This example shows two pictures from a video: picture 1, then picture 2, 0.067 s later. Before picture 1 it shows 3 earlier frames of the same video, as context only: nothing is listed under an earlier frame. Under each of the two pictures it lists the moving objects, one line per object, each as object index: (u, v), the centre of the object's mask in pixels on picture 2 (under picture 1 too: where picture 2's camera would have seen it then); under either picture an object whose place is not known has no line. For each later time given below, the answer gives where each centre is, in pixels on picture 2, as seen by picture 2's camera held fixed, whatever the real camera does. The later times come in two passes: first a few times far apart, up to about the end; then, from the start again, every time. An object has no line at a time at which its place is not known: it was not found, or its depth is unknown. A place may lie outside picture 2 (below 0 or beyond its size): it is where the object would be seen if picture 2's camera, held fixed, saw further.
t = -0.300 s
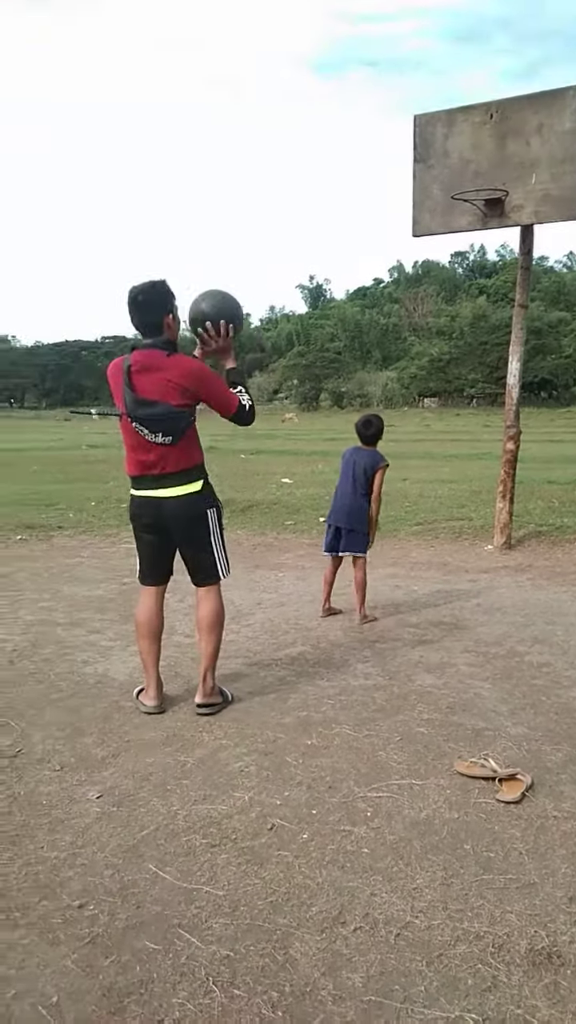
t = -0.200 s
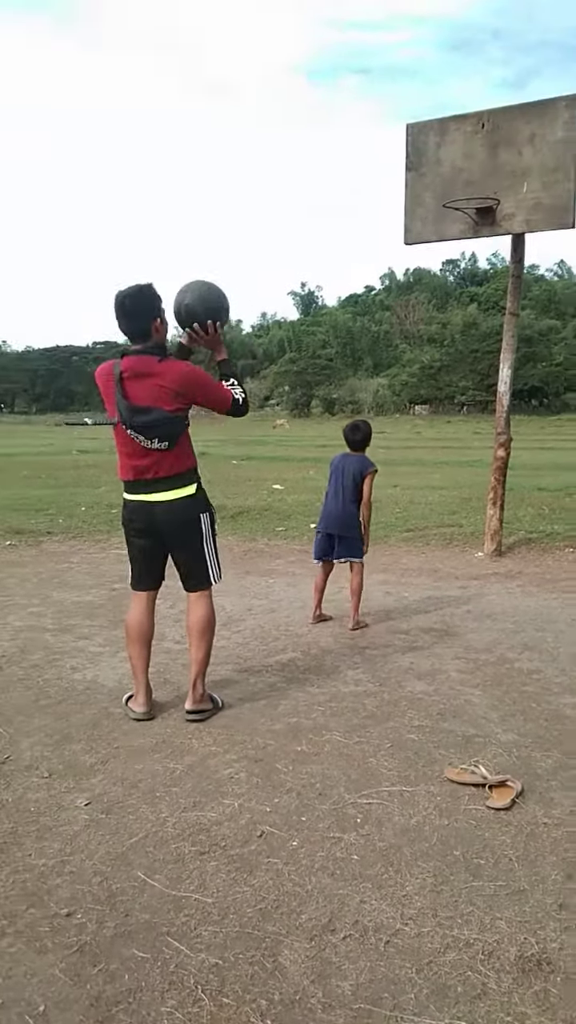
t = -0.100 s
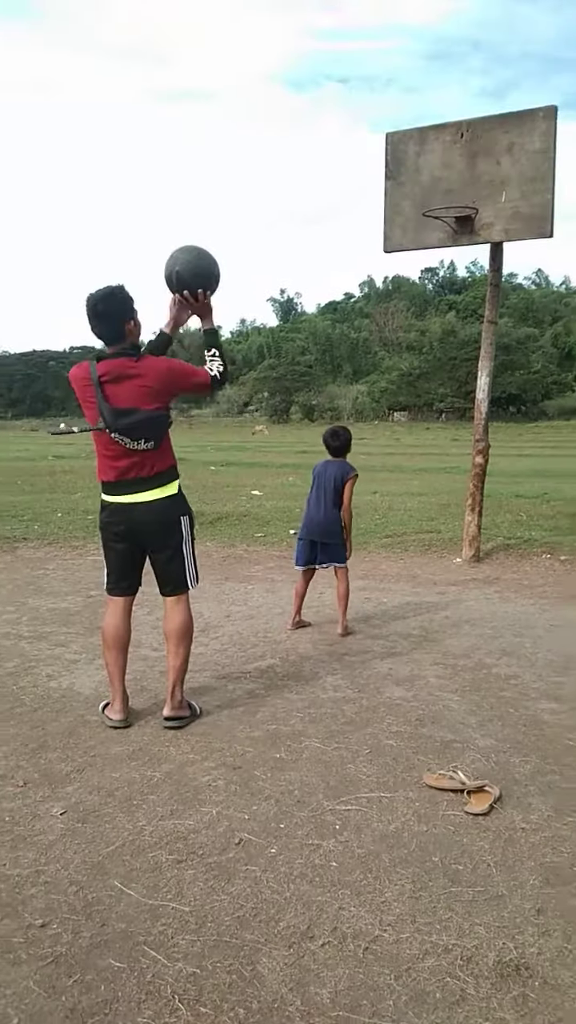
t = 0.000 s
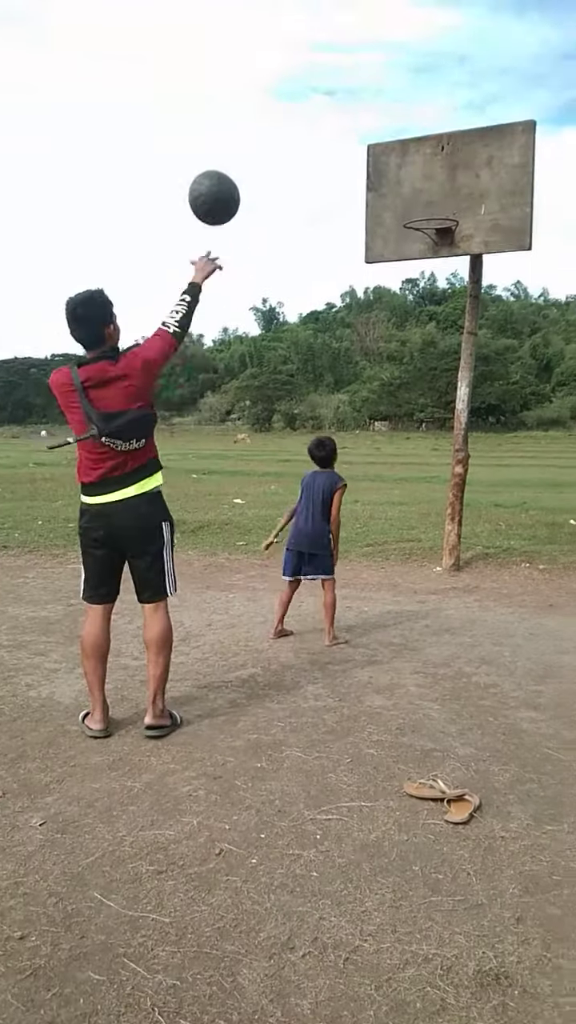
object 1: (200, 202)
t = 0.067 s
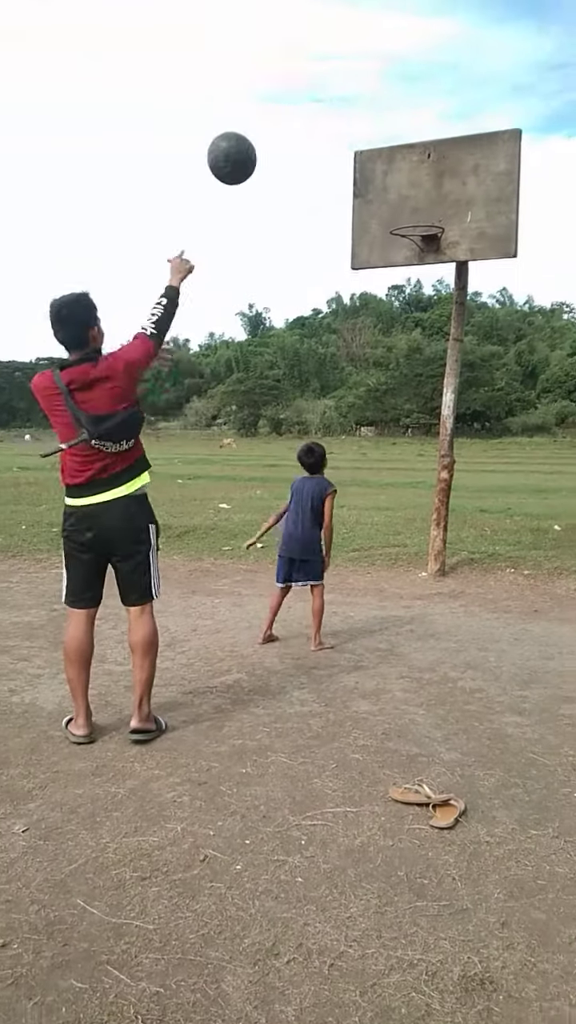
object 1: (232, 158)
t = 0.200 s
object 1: (285, 107)
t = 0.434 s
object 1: (354, 108)
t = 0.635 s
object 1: (395, 172)
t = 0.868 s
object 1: (430, 286)
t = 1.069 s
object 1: (456, 417)
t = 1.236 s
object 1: (476, 563)
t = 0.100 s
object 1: (246, 140)
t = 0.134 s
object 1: (260, 125)
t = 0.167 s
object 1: (273, 115)
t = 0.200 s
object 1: (285, 107)
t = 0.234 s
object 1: (298, 101)
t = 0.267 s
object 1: (309, 98)
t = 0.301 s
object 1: (318, 97)
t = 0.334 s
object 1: (325, 98)
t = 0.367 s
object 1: (334, 100)
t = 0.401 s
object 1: (345, 103)
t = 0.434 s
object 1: (354, 108)
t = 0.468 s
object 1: (362, 115)
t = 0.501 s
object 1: (369, 123)
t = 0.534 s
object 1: (376, 133)
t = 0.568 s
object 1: (382, 145)
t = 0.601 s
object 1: (389, 158)
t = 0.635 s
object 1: (395, 172)
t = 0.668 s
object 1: (401, 186)
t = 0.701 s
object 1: (406, 203)
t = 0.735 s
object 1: (412, 219)
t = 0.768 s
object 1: (416, 240)
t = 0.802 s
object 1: (421, 251)
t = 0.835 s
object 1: (426, 269)
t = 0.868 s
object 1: (430, 286)
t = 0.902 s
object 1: (435, 304)
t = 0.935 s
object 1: (438, 324)
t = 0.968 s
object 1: (443, 345)
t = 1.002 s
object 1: (448, 368)
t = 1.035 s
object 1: (451, 392)
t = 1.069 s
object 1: (456, 417)
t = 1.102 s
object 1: (460, 444)
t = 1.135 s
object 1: (464, 472)
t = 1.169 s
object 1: (468, 501)
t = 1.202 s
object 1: (472, 531)
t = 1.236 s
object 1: (476, 563)
